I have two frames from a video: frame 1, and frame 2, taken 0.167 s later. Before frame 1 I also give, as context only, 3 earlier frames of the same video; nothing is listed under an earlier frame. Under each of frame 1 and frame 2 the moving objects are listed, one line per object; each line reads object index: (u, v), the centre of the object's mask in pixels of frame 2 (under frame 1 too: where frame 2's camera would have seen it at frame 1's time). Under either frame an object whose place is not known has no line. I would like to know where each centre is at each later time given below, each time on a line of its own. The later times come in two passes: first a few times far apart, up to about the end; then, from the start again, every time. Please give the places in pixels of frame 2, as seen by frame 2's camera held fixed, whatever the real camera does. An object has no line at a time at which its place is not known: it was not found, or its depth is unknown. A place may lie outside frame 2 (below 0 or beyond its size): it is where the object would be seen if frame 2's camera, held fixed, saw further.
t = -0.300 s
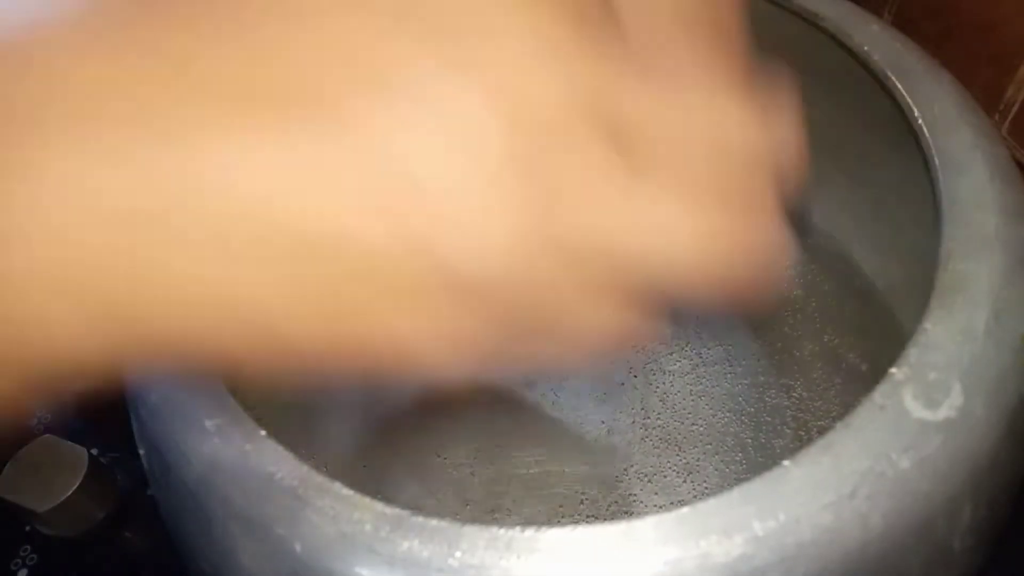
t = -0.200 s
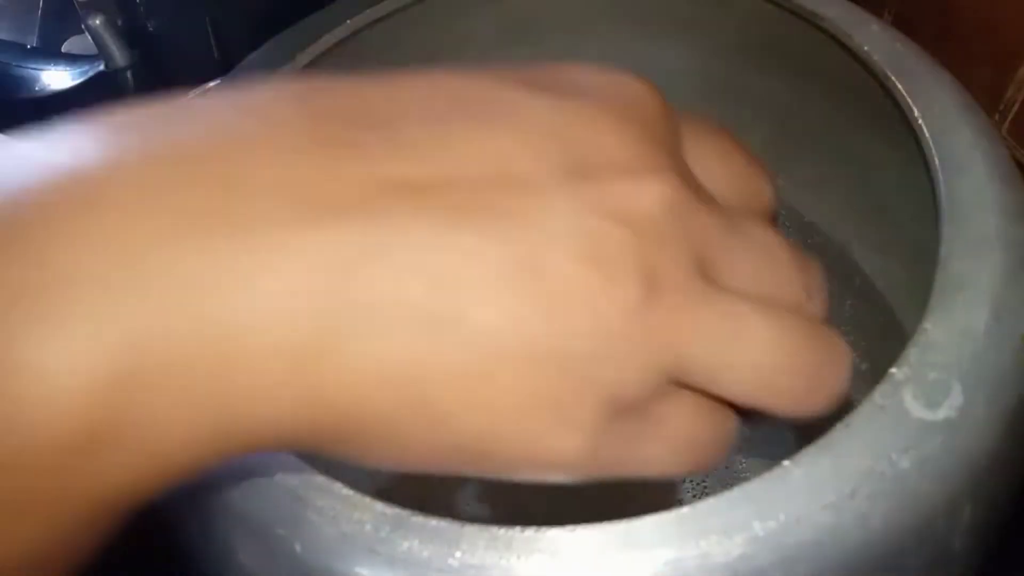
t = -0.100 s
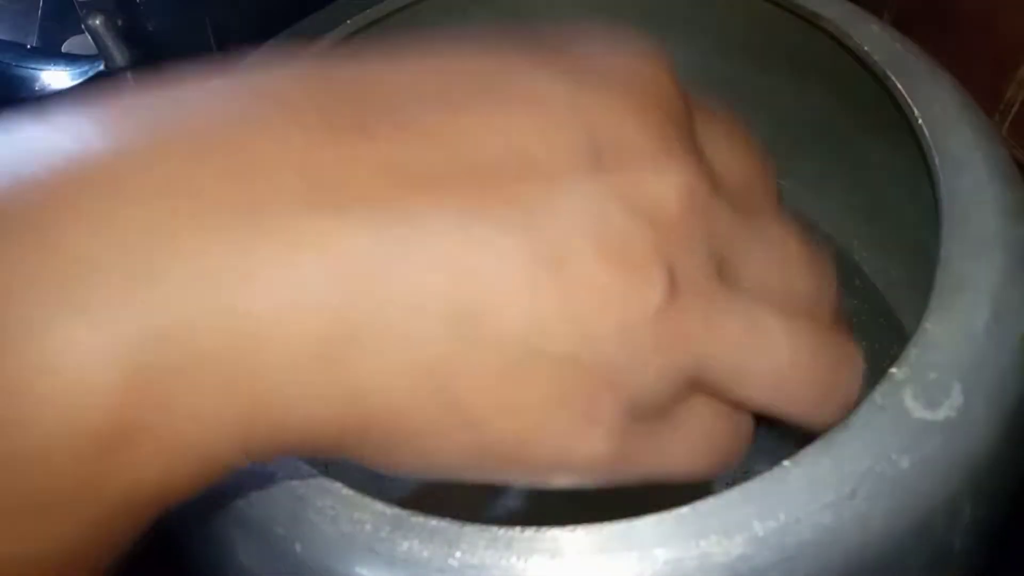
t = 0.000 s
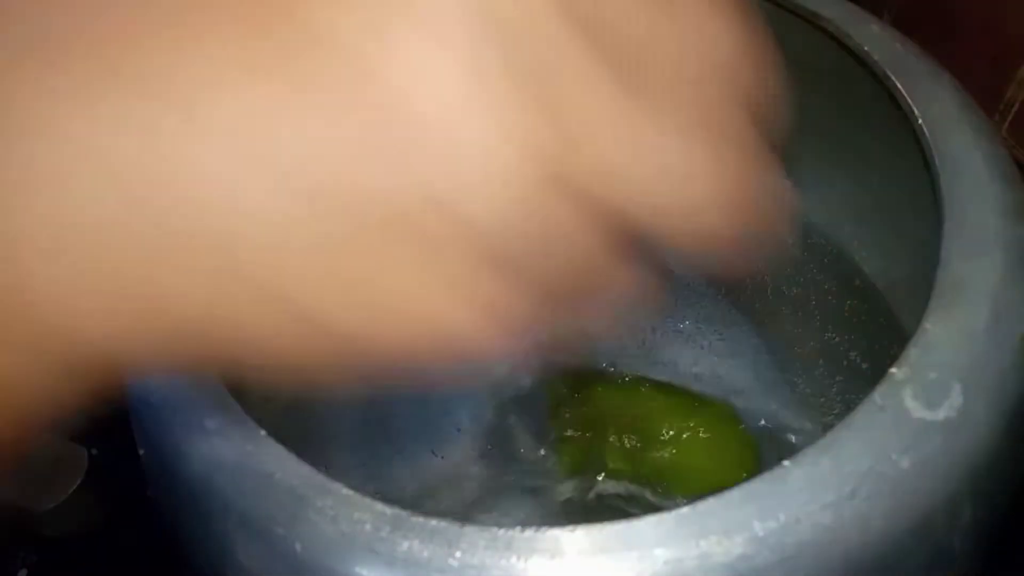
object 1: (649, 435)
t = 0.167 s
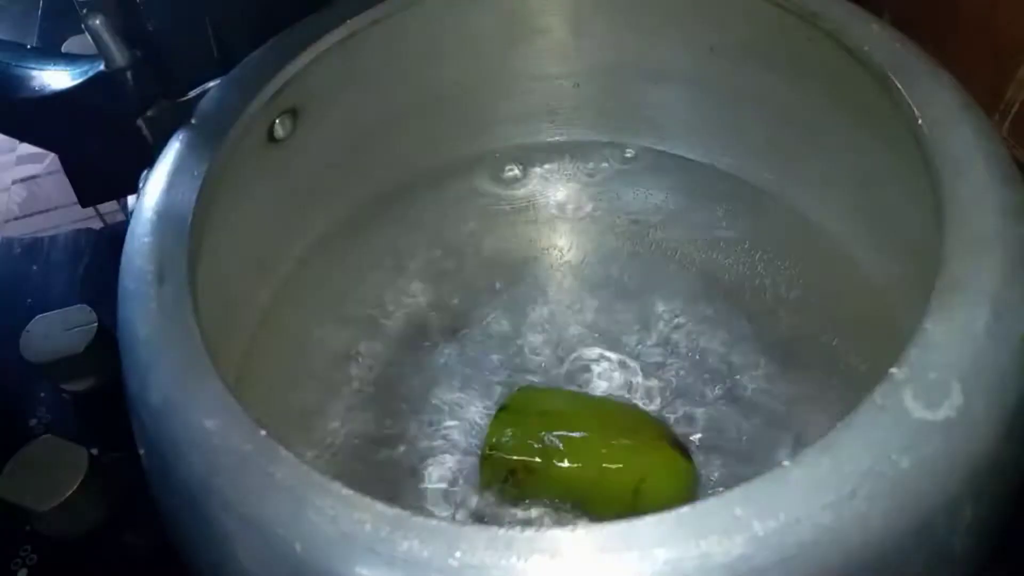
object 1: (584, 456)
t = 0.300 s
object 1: (578, 456)
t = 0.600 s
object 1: (579, 468)
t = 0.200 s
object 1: (583, 456)
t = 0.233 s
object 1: (581, 457)
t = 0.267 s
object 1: (579, 456)
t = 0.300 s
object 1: (578, 456)
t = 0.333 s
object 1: (576, 457)
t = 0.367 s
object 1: (578, 455)
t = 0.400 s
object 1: (577, 459)
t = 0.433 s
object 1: (577, 460)
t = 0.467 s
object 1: (579, 459)
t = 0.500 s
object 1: (581, 461)
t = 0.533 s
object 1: (582, 464)
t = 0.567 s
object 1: (581, 466)
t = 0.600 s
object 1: (579, 468)
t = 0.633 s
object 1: (575, 469)
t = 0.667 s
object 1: (573, 469)
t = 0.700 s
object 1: (573, 469)
